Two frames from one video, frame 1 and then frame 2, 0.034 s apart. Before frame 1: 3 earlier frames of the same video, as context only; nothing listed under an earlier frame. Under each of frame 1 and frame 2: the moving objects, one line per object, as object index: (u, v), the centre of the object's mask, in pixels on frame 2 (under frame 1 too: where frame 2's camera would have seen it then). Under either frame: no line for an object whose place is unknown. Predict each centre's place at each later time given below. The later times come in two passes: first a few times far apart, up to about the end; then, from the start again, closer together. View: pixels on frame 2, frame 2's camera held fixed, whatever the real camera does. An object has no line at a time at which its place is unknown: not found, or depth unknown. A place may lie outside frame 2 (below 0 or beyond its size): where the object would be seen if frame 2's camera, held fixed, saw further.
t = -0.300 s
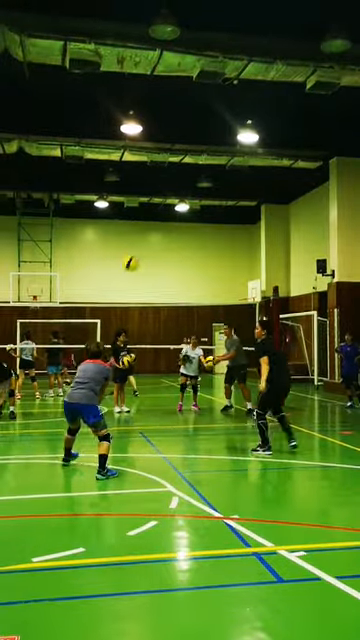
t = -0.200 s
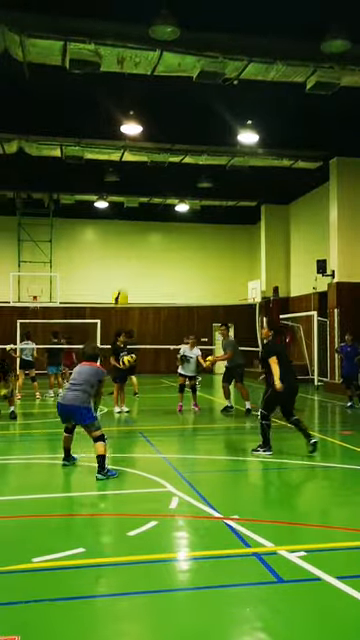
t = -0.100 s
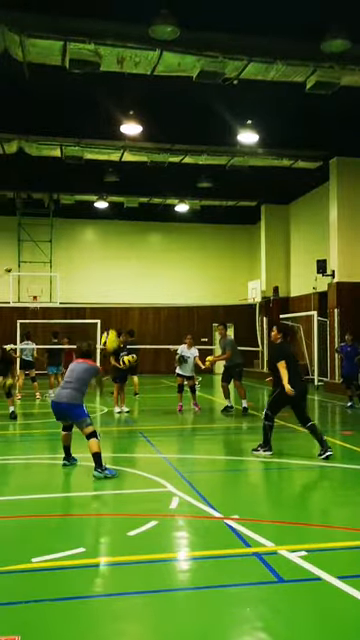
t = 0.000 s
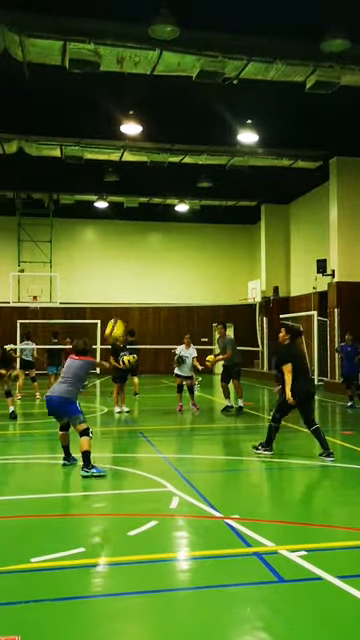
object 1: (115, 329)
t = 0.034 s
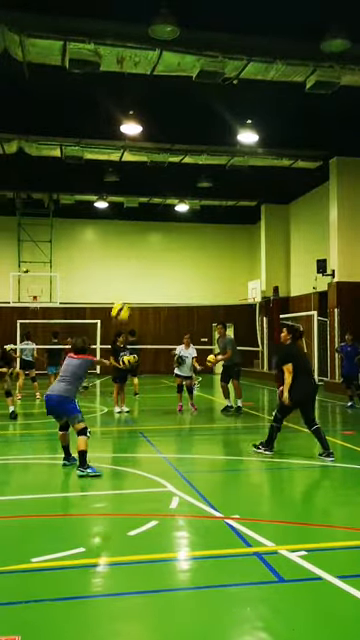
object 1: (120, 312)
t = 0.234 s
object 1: (156, 211)
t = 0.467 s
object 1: (200, 136)
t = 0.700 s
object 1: (244, 107)
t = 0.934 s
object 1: (289, 123)
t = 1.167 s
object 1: (335, 187)
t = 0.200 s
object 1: (150, 225)
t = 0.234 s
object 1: (156, 211)
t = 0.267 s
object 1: (163, 198)
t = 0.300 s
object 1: (169, 186)
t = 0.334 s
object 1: (175, 175)
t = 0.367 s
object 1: (181, 164)
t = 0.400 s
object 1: (187, 152)
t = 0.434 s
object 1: (194, 145)
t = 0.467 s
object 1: (200, 136)
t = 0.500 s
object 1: (206, 130)
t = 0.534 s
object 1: (212, 124)
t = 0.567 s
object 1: (219, 118)
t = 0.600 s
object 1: (225, 114)
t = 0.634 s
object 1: (231, 111)
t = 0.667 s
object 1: (238, 108)
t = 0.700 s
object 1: (244, 107)
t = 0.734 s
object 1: (250, 106)
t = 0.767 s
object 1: (257, 107)
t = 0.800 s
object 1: (264, 108)
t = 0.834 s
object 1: (270, 111)
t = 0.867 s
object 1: (276, 114)
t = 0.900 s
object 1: (283, 118)
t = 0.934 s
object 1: (289, 123)
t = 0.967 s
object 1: (295, 129)
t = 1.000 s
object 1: (302, 137)
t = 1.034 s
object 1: (308, 145)
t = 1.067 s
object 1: (316, 153)
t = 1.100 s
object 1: (322, 164)
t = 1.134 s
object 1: (329, 175)
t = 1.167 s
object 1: (335, 187)
